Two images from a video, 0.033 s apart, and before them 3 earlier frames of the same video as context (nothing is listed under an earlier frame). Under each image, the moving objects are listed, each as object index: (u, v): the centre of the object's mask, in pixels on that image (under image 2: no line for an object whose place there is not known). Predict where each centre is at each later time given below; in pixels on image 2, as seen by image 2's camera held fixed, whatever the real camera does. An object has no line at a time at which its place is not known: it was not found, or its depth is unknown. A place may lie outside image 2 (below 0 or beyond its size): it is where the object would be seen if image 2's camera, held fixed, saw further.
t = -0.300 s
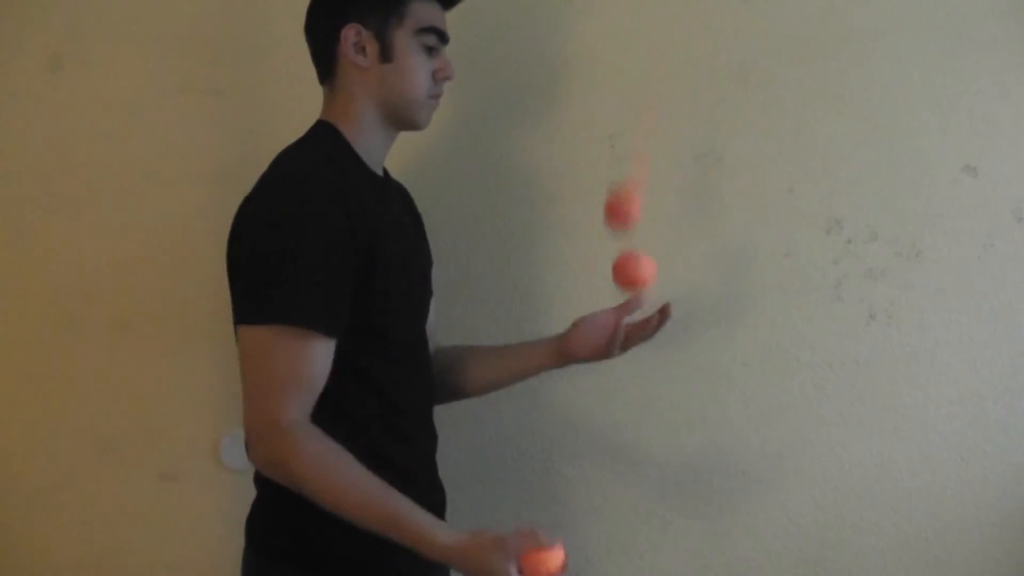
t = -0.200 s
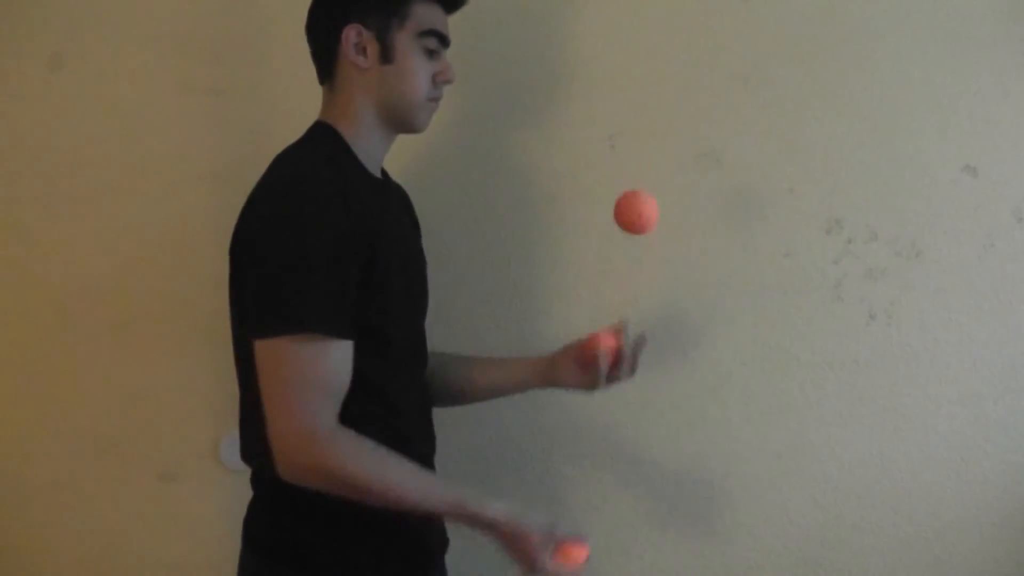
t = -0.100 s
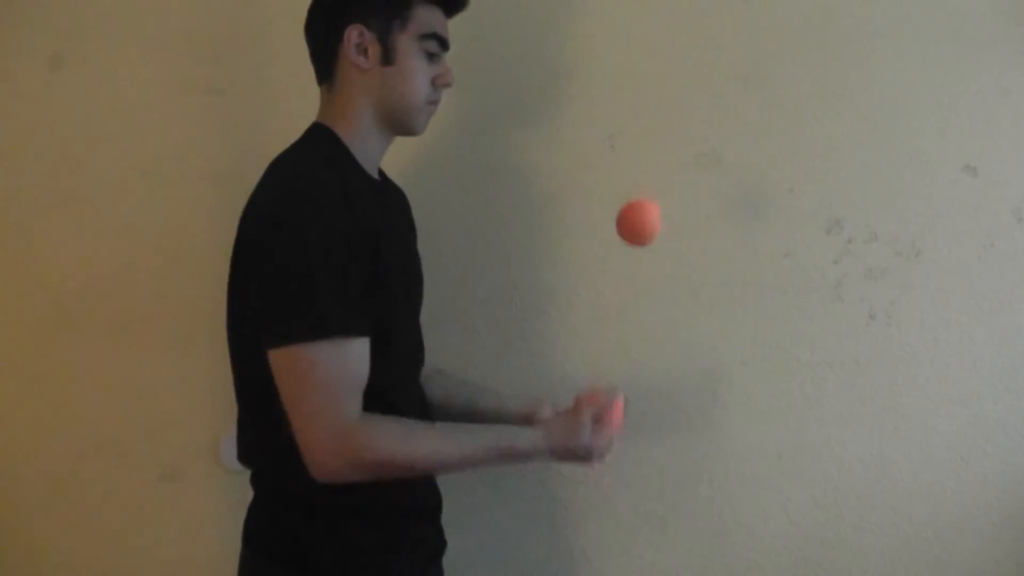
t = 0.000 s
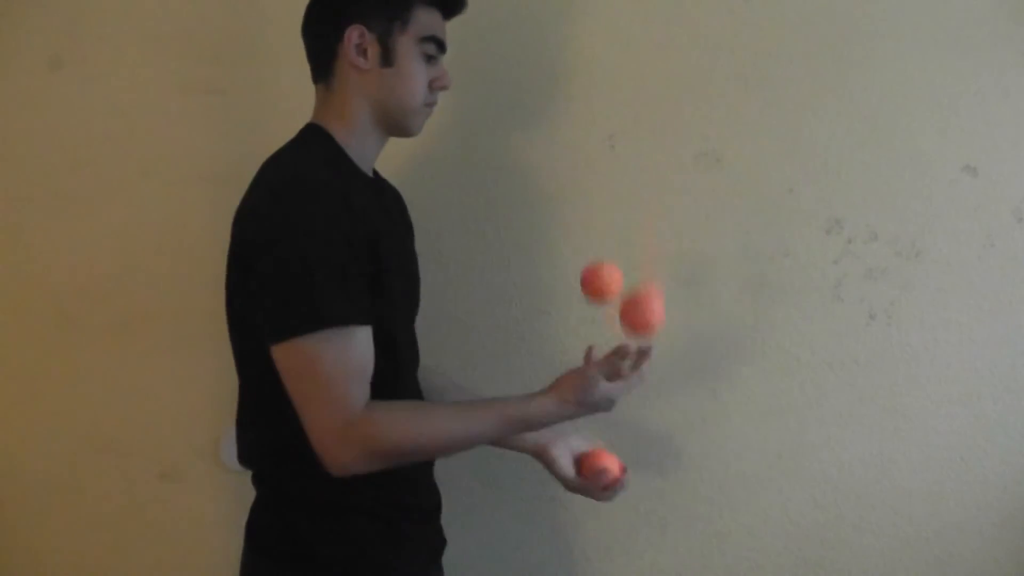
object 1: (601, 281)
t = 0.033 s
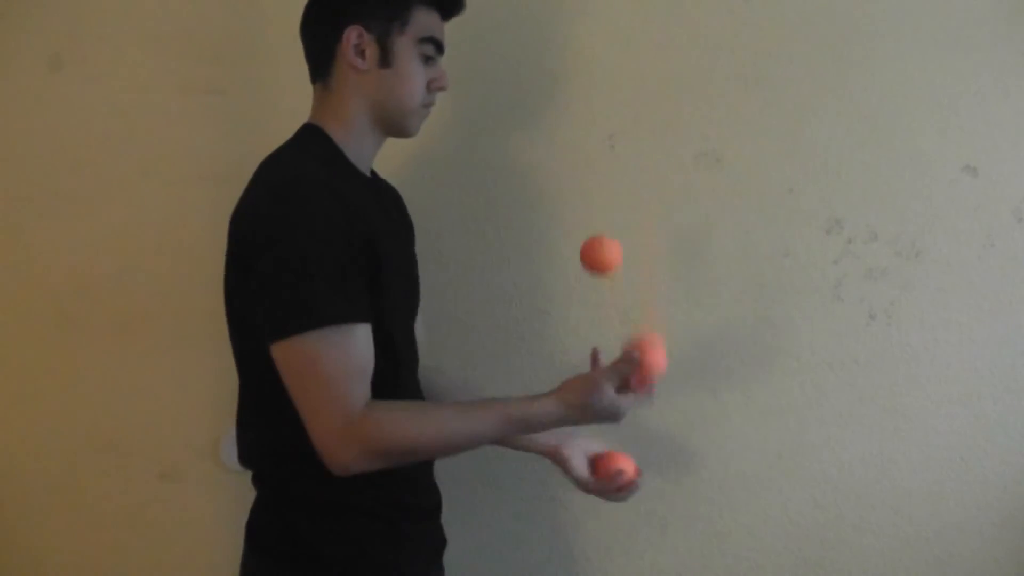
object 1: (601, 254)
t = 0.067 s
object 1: (601, 235)
